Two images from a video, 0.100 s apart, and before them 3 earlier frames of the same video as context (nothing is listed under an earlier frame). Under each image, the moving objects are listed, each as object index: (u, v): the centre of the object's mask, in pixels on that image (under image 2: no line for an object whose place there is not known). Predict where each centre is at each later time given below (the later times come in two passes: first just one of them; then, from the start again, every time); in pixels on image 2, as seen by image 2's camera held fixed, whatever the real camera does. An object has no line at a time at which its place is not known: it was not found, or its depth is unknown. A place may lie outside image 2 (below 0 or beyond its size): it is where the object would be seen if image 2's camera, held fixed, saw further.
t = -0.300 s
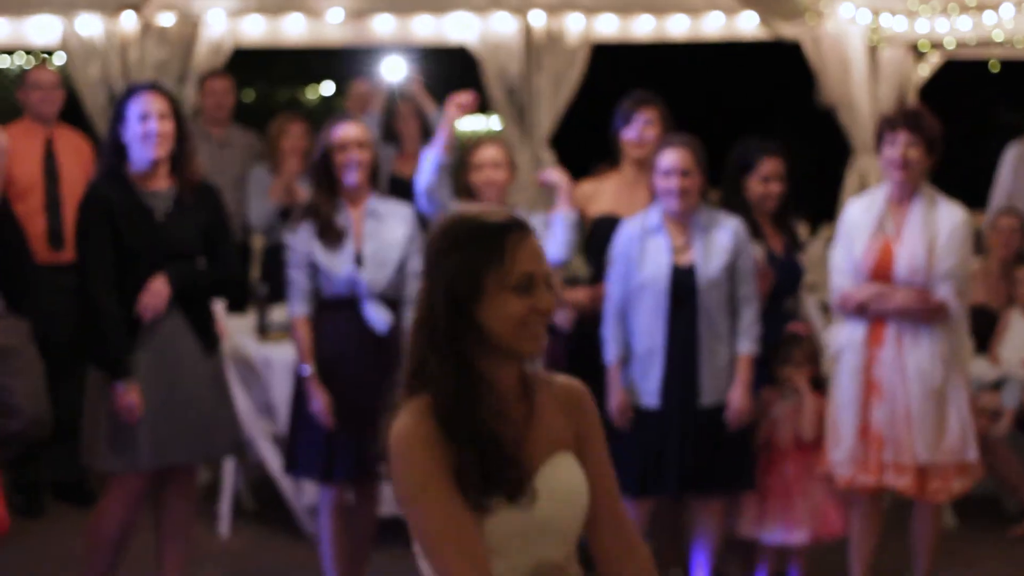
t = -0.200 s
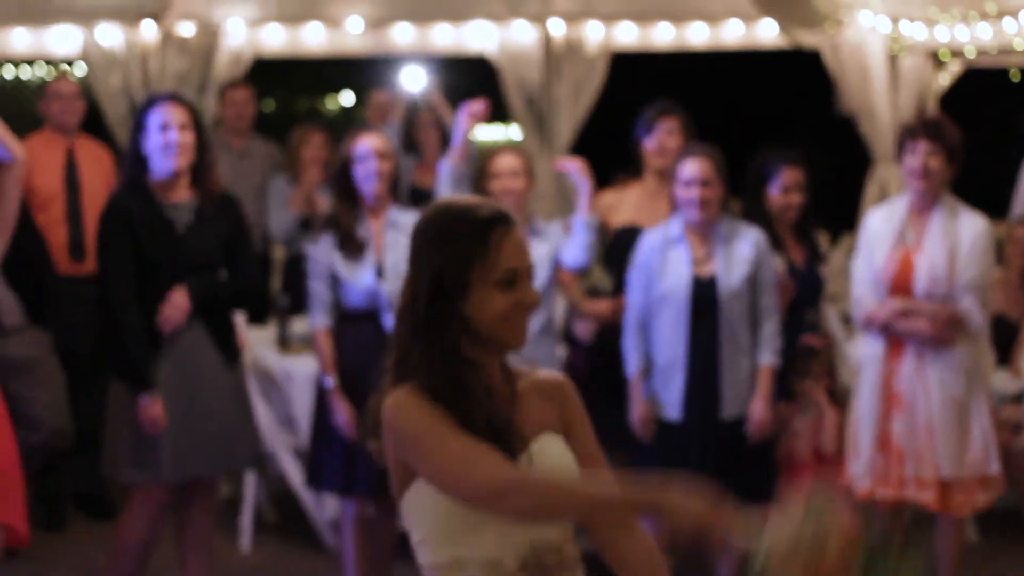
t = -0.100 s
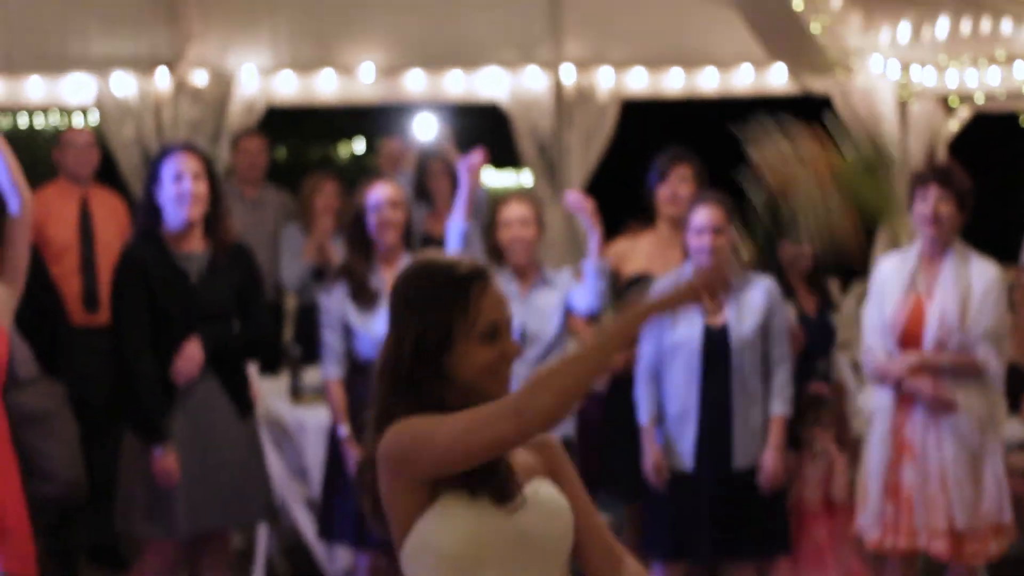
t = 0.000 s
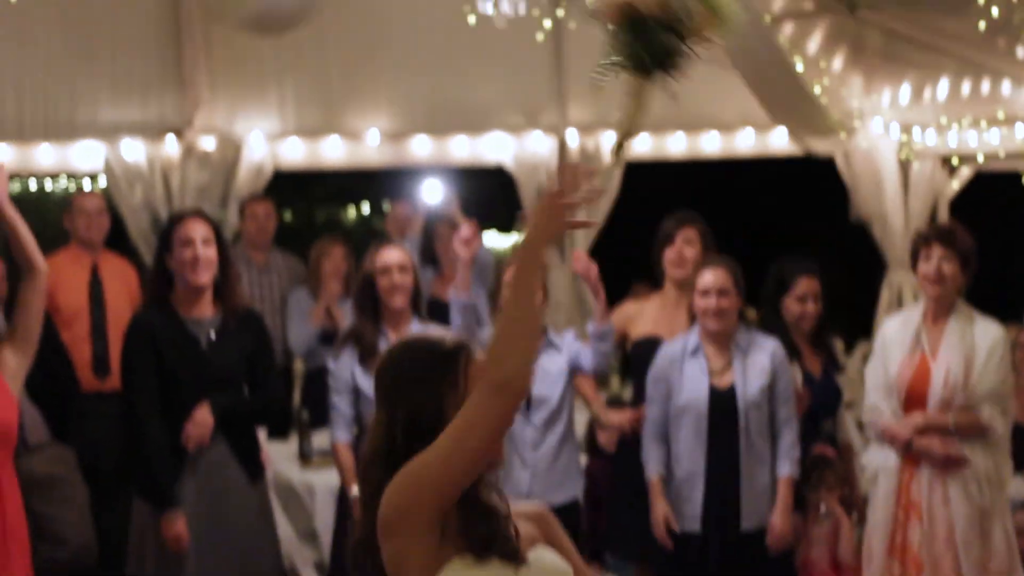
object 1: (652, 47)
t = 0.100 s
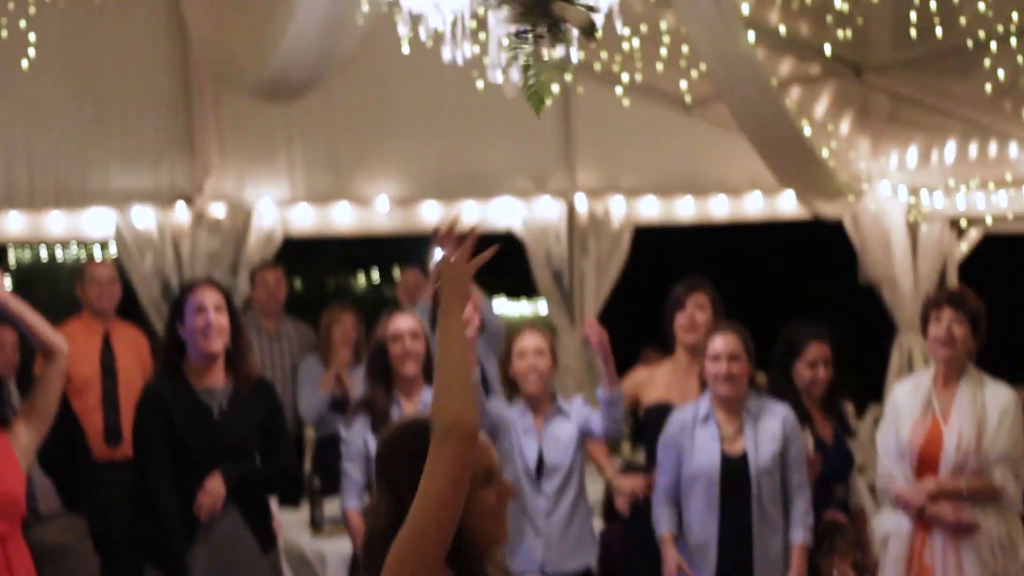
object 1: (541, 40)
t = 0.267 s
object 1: (410, -24)
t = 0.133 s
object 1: (509, -9)
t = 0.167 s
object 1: (479, -23)
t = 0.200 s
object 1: (454, -33)
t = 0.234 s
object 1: (438, -34)
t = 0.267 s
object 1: (410, -24)
